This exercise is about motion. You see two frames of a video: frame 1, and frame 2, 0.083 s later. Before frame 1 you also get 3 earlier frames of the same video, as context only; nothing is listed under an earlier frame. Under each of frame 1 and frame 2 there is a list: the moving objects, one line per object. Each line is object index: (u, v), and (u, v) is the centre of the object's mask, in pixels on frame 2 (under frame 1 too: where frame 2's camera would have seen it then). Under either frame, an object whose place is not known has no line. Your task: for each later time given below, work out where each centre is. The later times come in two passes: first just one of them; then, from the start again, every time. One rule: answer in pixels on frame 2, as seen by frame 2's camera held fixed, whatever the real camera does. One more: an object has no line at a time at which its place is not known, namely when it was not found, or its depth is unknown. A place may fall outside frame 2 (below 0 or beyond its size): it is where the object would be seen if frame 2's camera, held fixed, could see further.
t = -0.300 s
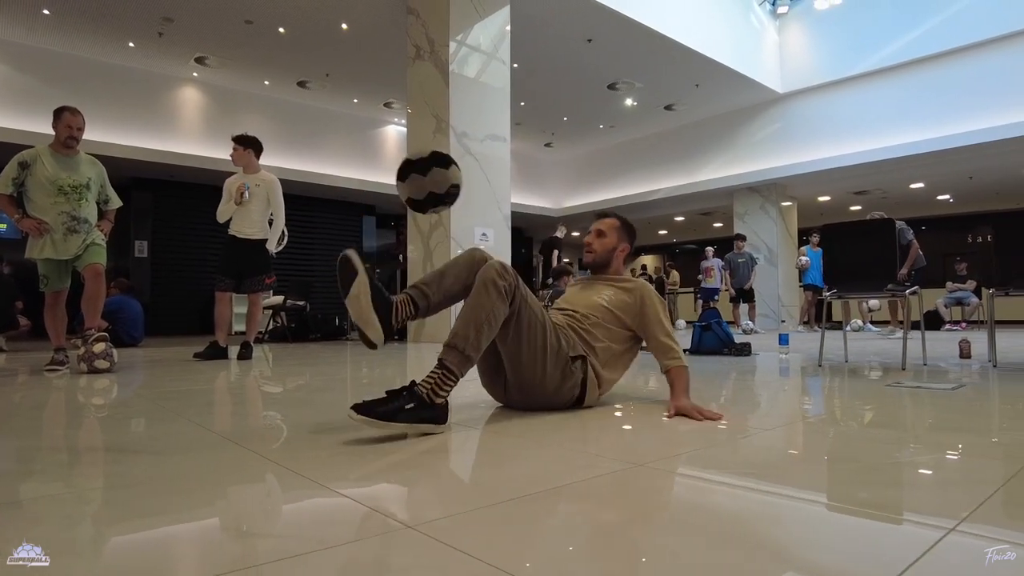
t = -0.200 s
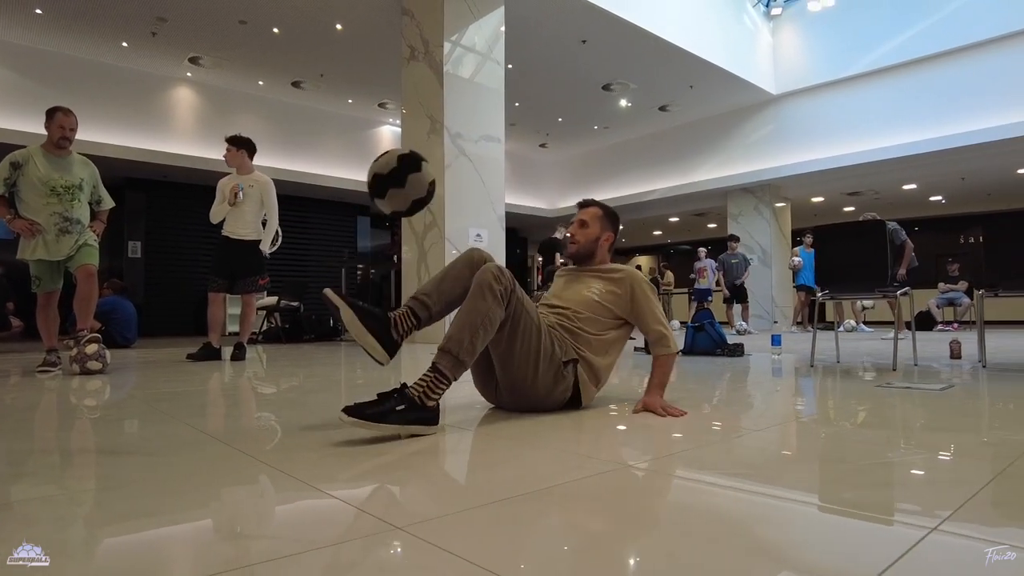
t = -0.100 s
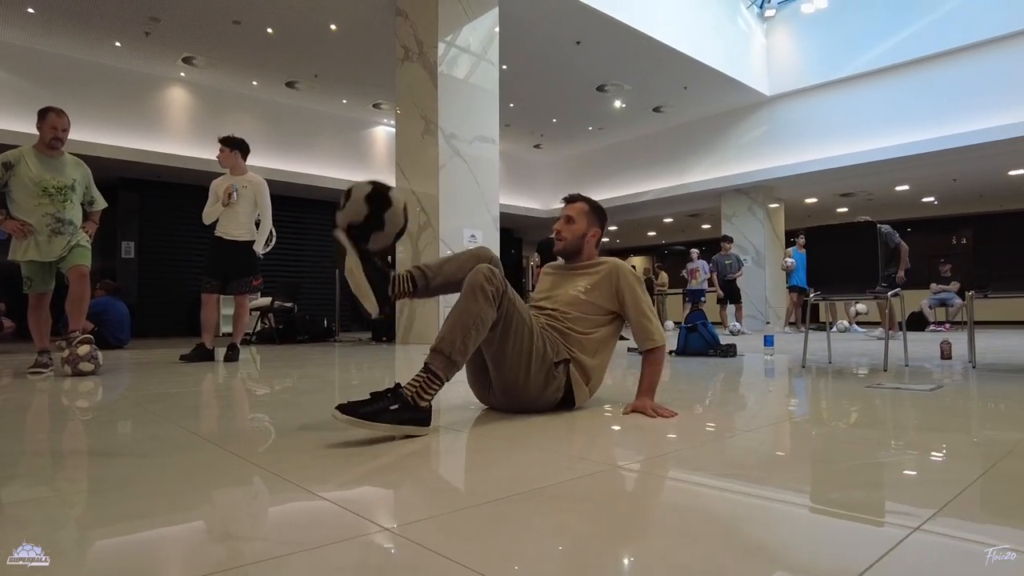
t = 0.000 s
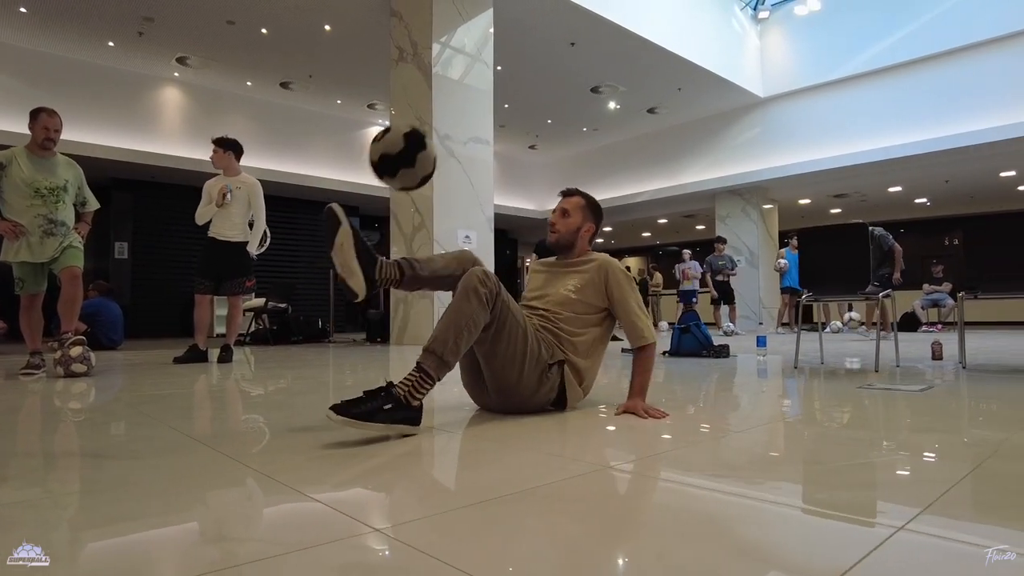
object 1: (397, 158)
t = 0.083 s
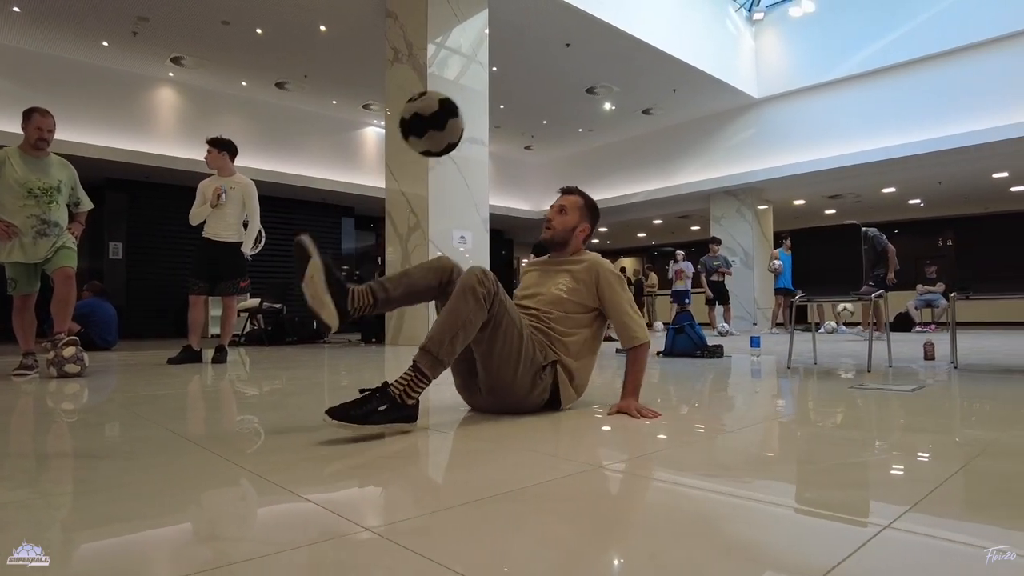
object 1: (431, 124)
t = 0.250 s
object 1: (493, 116)
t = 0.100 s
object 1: (438, 120)
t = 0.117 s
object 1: (444, 116)
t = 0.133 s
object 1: (451, 113)
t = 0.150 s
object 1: (457, 112)
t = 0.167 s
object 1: (463, 111)
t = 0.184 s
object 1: (469, 110)
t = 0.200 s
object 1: (475, 111)
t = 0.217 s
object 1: (481, 112)
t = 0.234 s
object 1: (487, 114)
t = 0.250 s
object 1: (493, 116)
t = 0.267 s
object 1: (499, 119)
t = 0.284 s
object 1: (504, 123)
